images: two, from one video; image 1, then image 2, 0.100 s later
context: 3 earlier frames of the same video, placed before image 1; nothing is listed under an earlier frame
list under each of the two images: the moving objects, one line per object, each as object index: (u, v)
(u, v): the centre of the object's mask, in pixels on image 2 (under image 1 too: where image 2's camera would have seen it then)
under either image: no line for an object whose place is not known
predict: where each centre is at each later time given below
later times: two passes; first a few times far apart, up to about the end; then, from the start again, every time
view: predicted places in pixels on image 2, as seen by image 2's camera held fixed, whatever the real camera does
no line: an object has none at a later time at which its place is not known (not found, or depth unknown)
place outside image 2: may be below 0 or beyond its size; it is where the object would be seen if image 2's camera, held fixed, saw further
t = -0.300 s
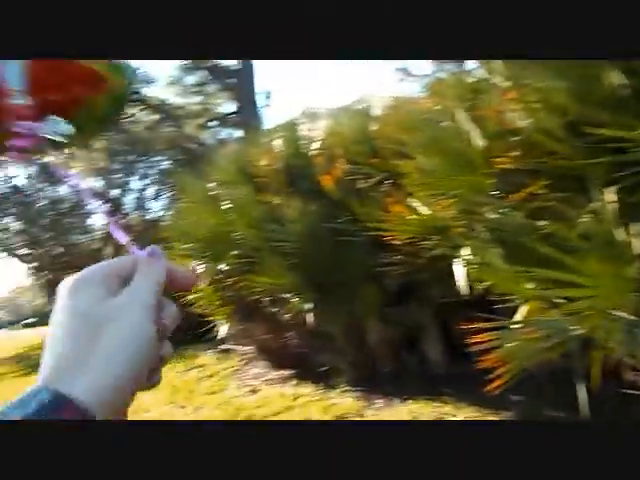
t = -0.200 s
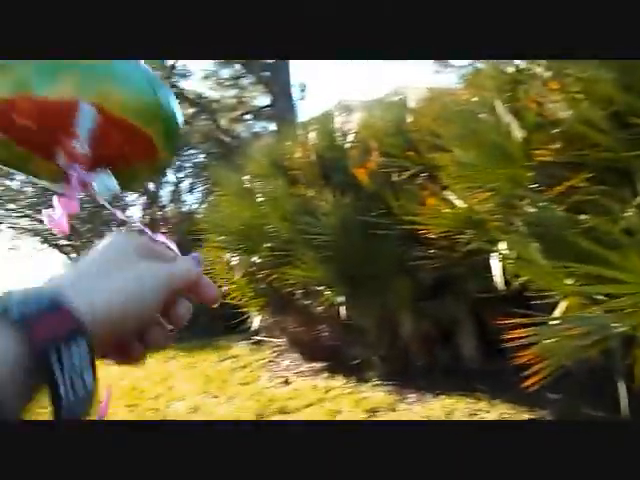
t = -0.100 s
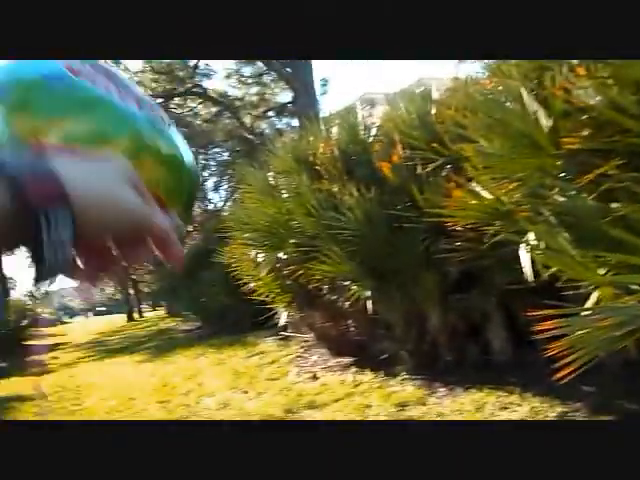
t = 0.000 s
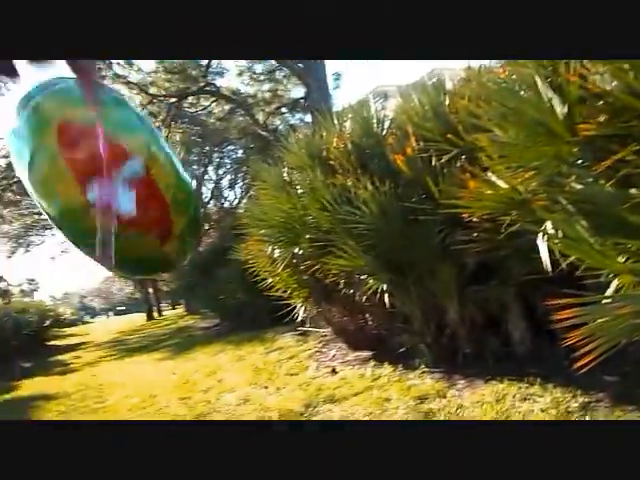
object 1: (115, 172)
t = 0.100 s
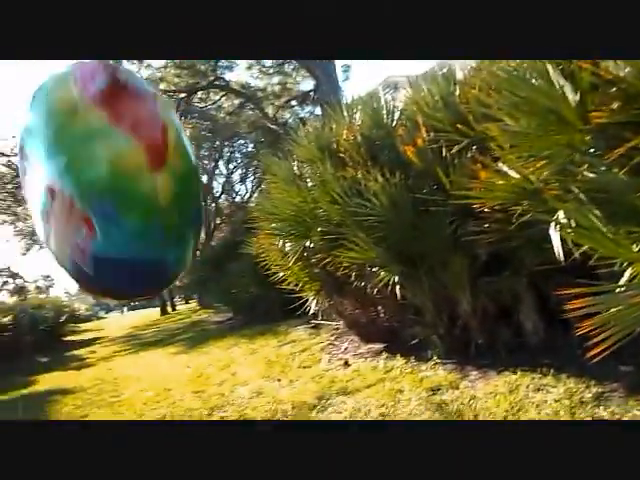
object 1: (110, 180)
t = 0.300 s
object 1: (72, 154)
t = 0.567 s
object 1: (4, 96)
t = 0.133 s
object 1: (106, 181)
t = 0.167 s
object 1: (101, 180)
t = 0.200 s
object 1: (94, 178)
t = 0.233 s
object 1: (87, 171)
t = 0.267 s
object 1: (80, 164)
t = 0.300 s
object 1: (72, 154)
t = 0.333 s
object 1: (66, 144)
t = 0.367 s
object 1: (61, 132)
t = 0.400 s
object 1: (54, 124)
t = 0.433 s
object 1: (46, 117)
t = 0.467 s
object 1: (37, 113)
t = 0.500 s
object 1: (26, 107)
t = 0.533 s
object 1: (14, 101)
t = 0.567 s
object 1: (4, 96)
